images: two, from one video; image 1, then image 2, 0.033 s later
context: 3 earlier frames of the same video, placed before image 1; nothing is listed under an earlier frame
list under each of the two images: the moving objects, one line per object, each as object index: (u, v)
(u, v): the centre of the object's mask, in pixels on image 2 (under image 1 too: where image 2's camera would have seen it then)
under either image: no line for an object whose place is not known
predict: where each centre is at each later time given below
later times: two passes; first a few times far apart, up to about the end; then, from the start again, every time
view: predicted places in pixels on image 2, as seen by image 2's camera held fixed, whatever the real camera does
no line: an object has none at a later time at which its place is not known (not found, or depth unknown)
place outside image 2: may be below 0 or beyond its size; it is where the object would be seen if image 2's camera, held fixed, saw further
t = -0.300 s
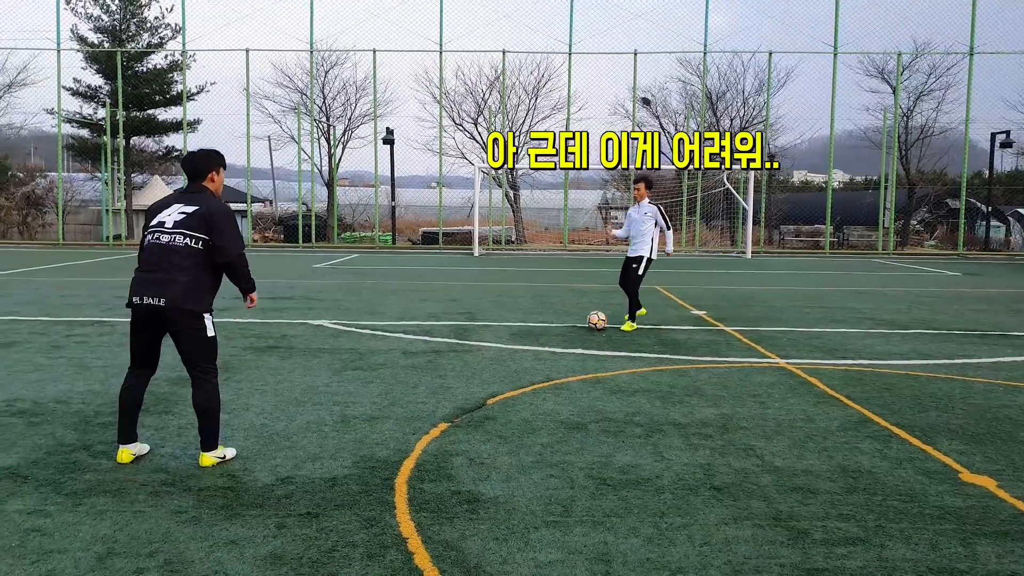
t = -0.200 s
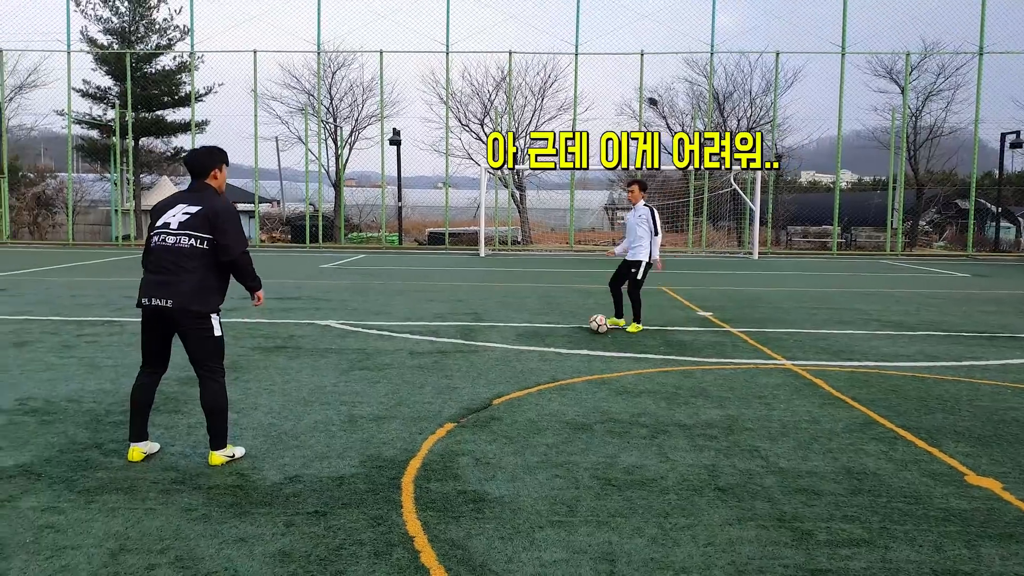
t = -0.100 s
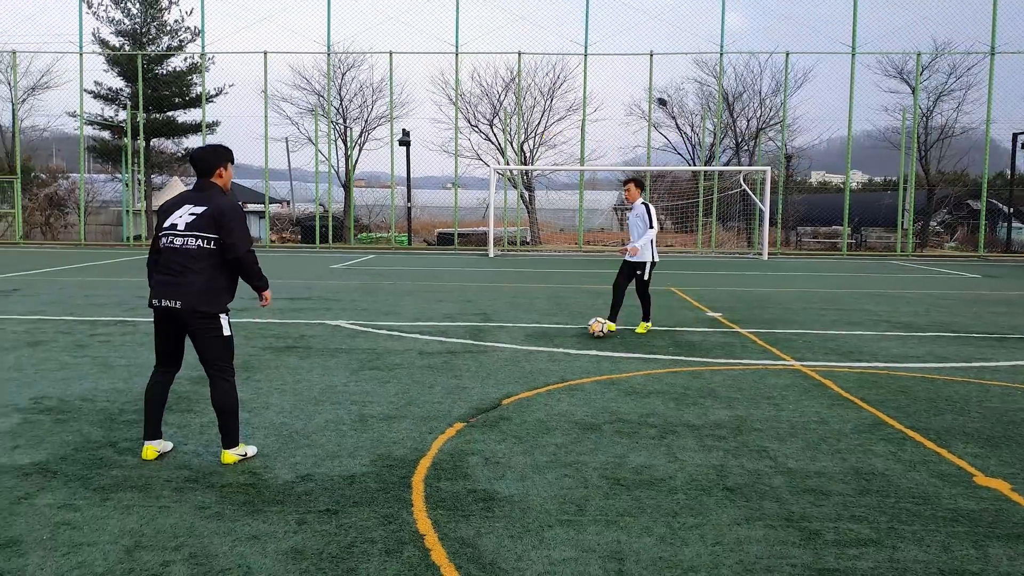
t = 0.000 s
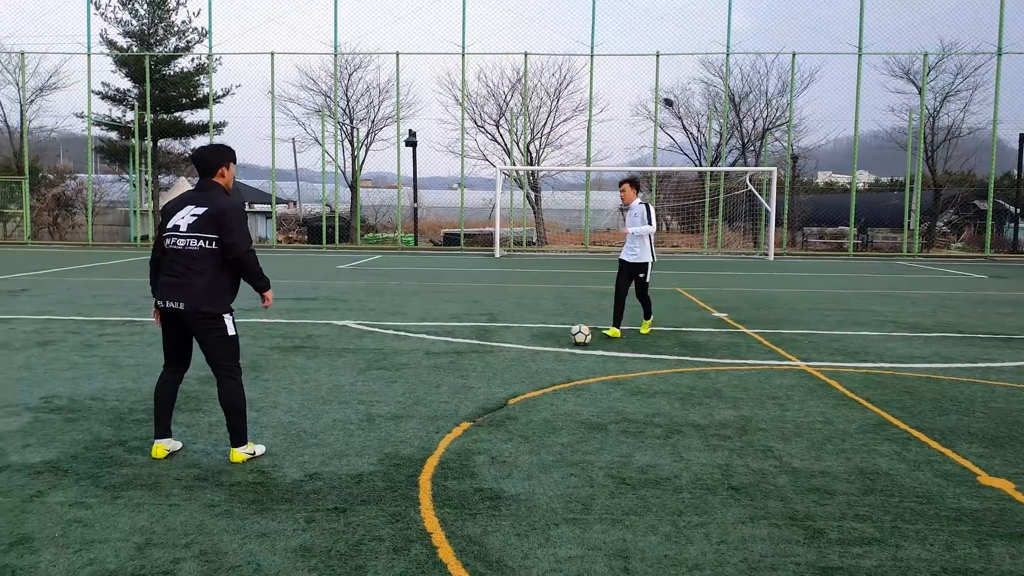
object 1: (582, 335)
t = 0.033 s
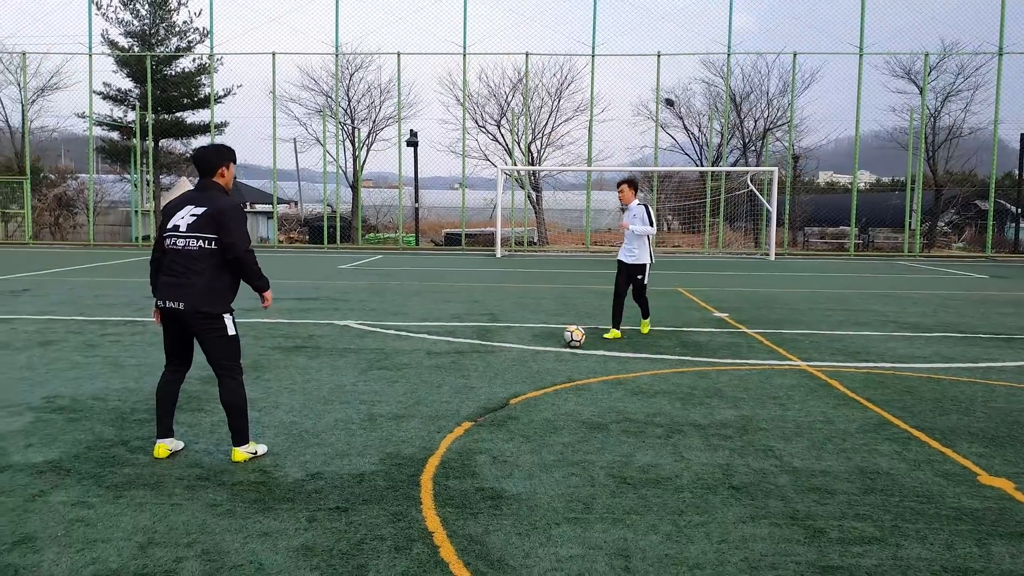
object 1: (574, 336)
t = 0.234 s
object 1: (530, 347)
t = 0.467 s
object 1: (476, 364)
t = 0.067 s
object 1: (567, 337)
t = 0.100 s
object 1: (560, 339)
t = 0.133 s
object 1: (552, 341)
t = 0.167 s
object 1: (544, 346)
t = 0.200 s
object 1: (537, 346)
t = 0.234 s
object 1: (530, 347)
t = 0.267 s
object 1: (523, 349)
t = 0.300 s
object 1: (515, 352)
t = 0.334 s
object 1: (507, 357)
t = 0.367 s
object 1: (500, 358)
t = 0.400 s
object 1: (492, 359)
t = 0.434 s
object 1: (483, 363)
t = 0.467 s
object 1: (476, 364)
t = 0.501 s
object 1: (467, 364)
